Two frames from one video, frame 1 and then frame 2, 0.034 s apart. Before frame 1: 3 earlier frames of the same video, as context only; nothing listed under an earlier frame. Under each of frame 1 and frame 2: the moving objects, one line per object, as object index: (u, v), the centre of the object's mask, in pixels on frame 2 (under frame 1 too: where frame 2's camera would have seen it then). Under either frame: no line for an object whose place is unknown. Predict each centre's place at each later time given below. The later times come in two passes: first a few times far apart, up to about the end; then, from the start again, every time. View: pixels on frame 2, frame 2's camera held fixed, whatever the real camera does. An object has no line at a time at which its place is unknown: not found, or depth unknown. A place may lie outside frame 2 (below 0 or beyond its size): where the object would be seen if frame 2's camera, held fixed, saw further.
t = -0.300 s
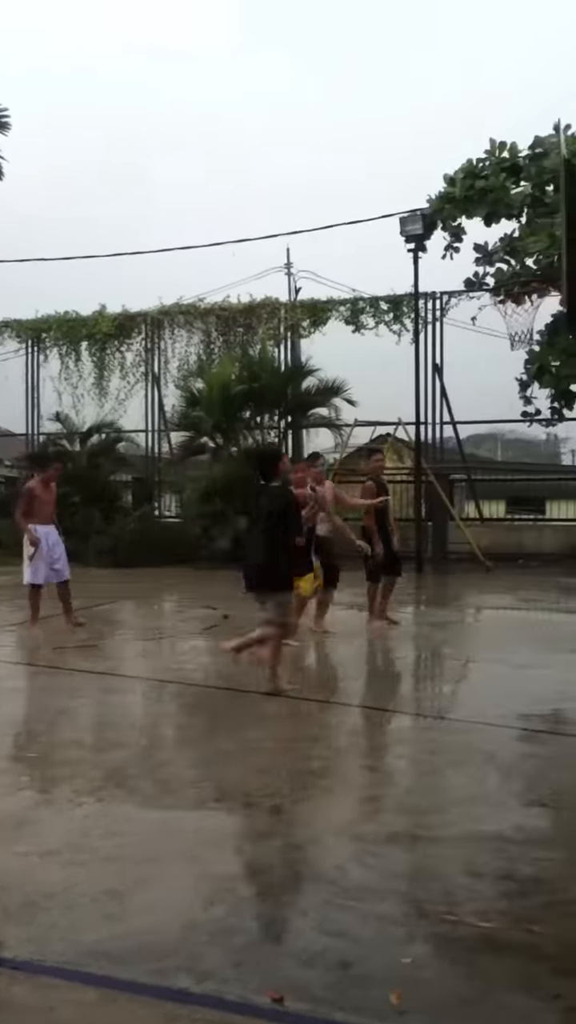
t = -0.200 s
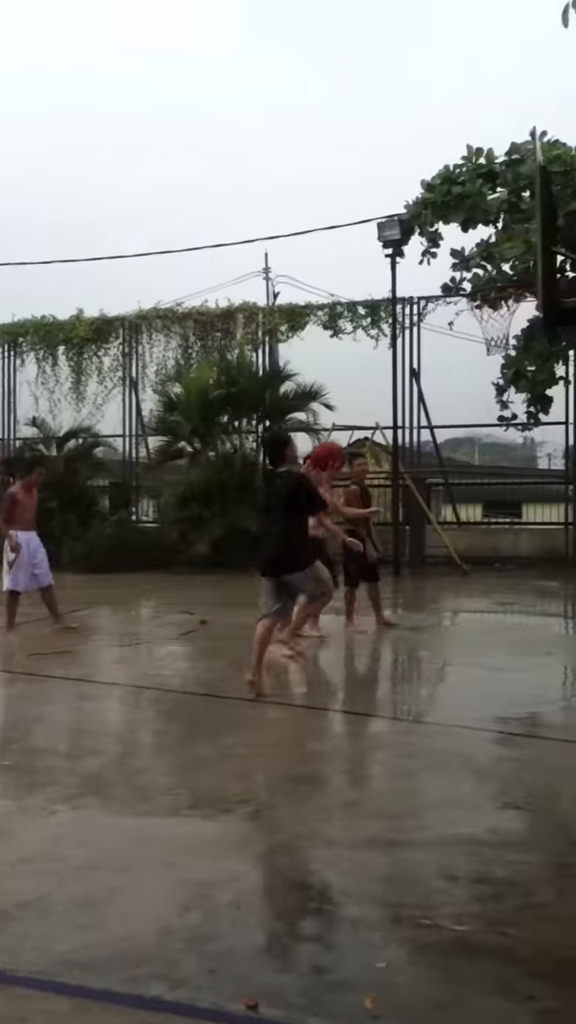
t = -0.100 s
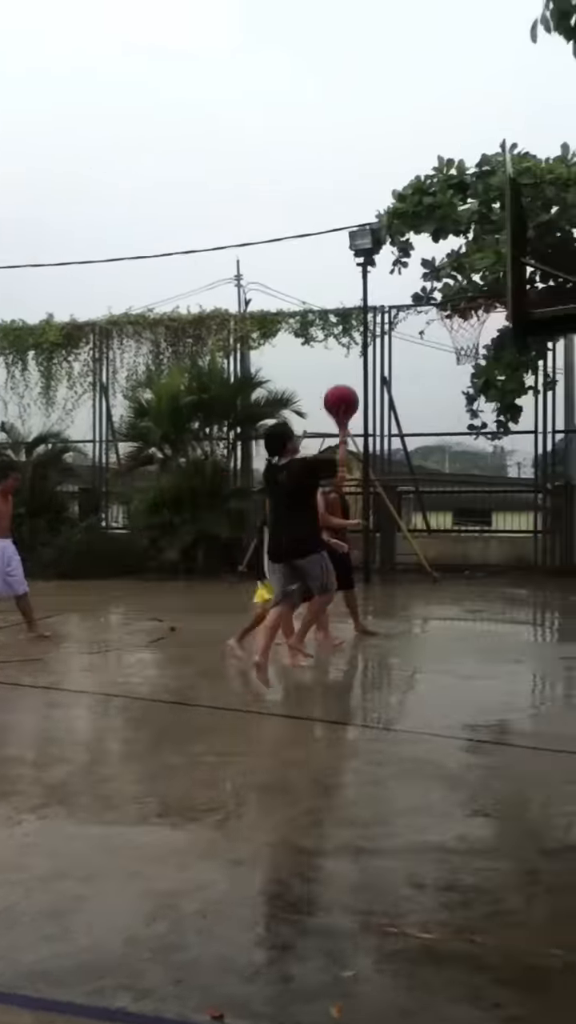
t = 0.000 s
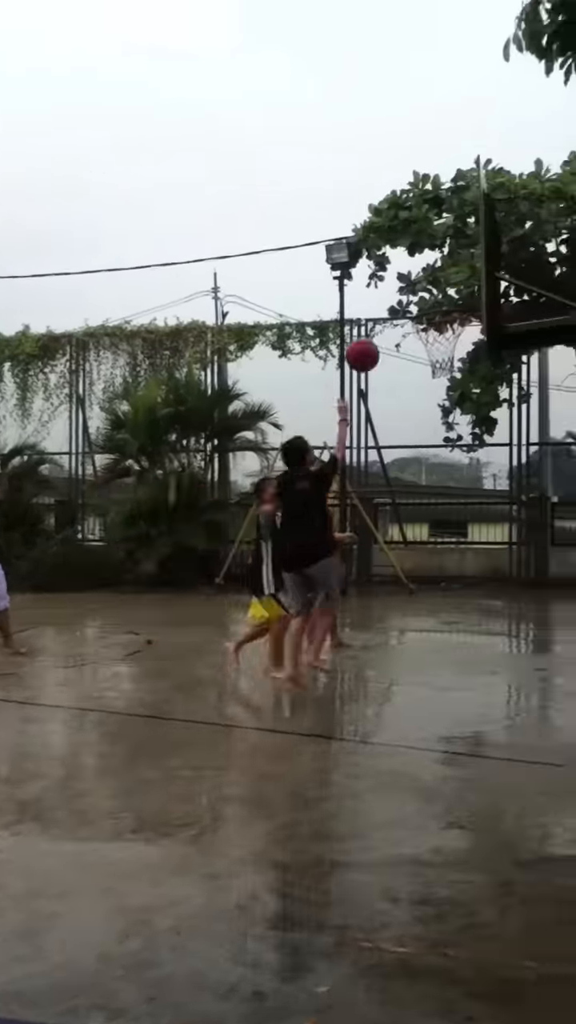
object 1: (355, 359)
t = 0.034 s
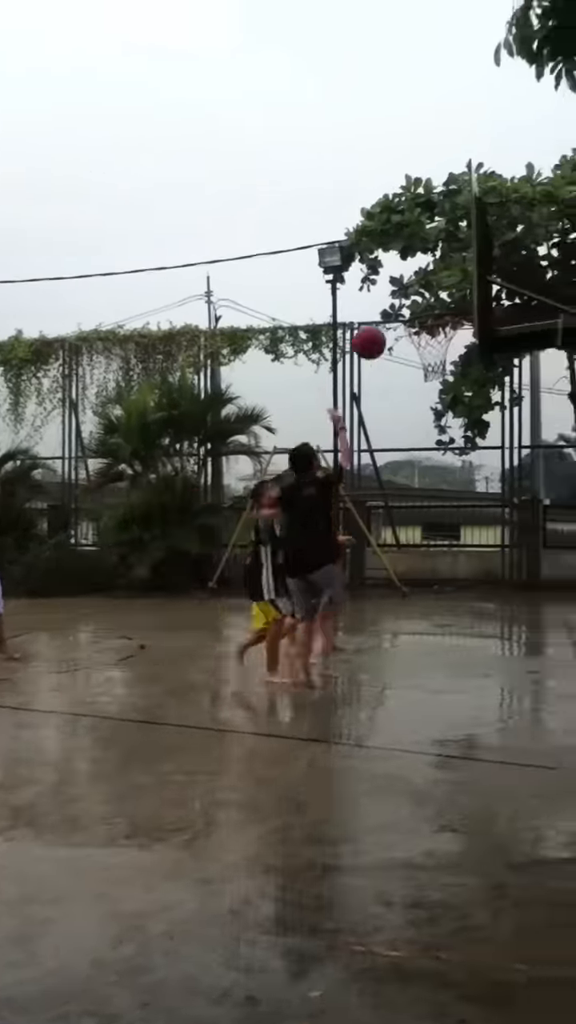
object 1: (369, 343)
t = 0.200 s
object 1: (434, 291)
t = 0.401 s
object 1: (427, 290)
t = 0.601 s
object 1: (389, 314)
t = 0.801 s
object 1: (361, 346)
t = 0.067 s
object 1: (383, 329)
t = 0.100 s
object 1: (395, 318)
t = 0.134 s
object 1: (409, 309)
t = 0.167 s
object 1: (422, 299)
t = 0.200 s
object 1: (434, 291)
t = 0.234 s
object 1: (445, 286)
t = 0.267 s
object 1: (456, 282)
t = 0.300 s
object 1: (451, 281)
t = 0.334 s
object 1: (443, 283)
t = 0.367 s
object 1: (434, 287)
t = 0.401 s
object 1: (427, 290)
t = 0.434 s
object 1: (419, 295)
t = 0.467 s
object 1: (412, 301)
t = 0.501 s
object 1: (406, 309)
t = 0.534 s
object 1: (399, 313)
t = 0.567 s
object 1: (394, 313)
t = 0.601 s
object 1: (389, 314)
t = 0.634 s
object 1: (384, 318)
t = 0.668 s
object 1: (379, 321)
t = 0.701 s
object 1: (374, 325)
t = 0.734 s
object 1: (369, 332)
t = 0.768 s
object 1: (365, 339)
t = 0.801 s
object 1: (361, 346)
